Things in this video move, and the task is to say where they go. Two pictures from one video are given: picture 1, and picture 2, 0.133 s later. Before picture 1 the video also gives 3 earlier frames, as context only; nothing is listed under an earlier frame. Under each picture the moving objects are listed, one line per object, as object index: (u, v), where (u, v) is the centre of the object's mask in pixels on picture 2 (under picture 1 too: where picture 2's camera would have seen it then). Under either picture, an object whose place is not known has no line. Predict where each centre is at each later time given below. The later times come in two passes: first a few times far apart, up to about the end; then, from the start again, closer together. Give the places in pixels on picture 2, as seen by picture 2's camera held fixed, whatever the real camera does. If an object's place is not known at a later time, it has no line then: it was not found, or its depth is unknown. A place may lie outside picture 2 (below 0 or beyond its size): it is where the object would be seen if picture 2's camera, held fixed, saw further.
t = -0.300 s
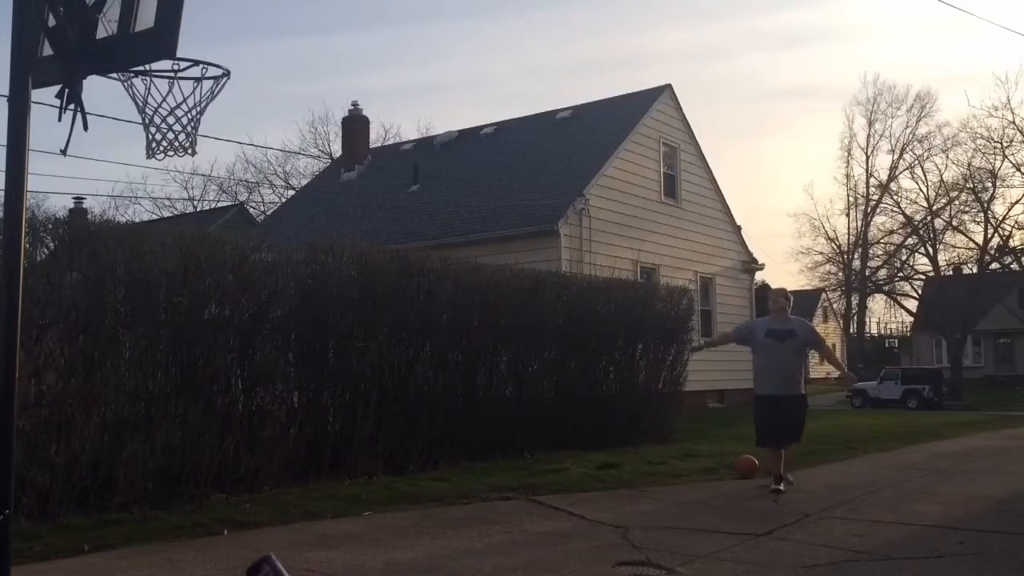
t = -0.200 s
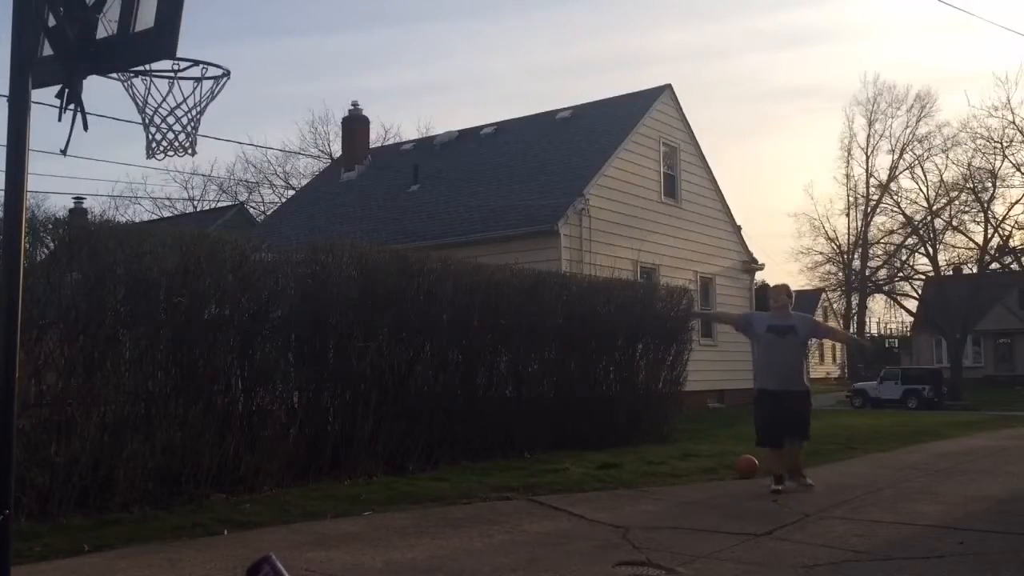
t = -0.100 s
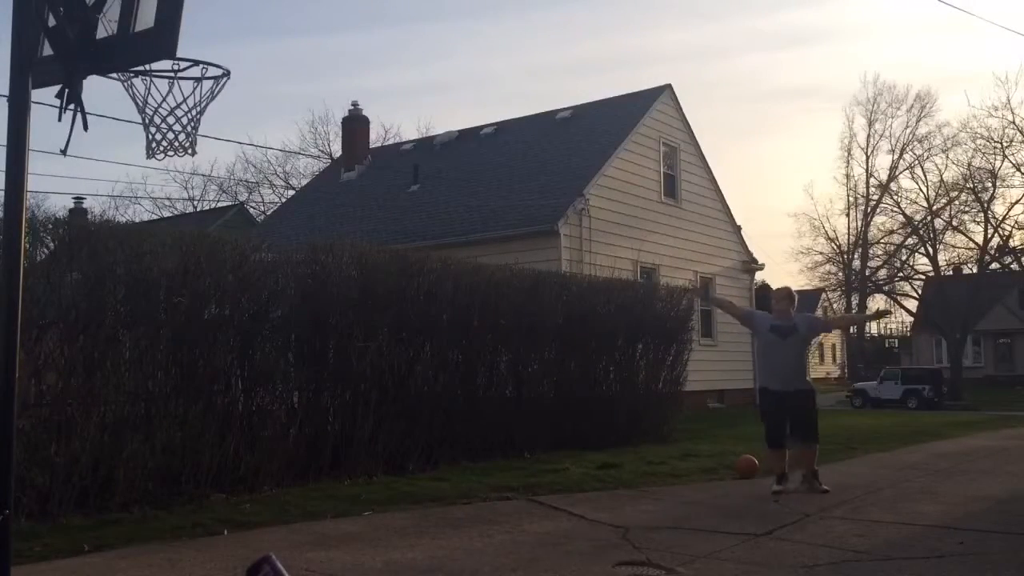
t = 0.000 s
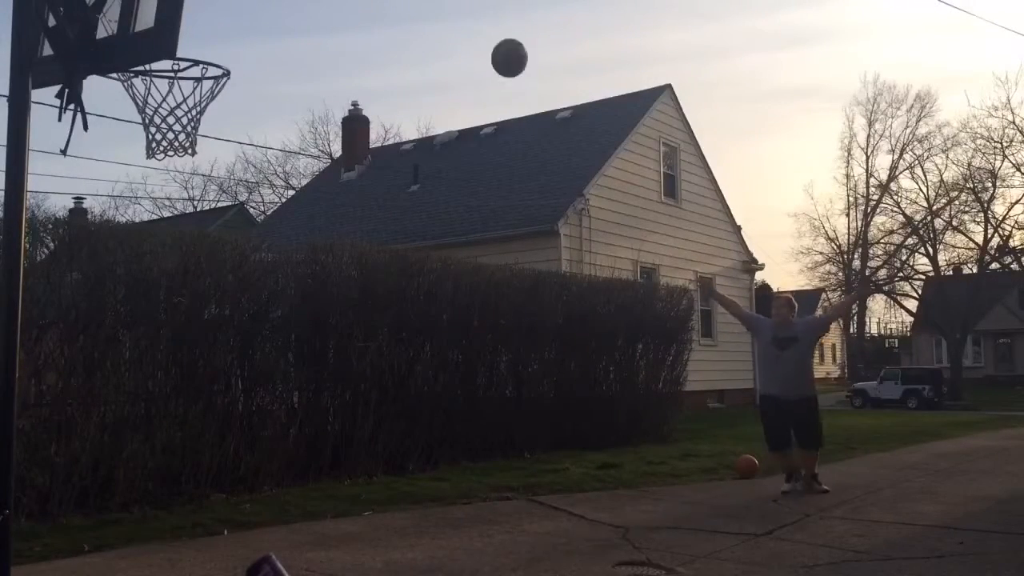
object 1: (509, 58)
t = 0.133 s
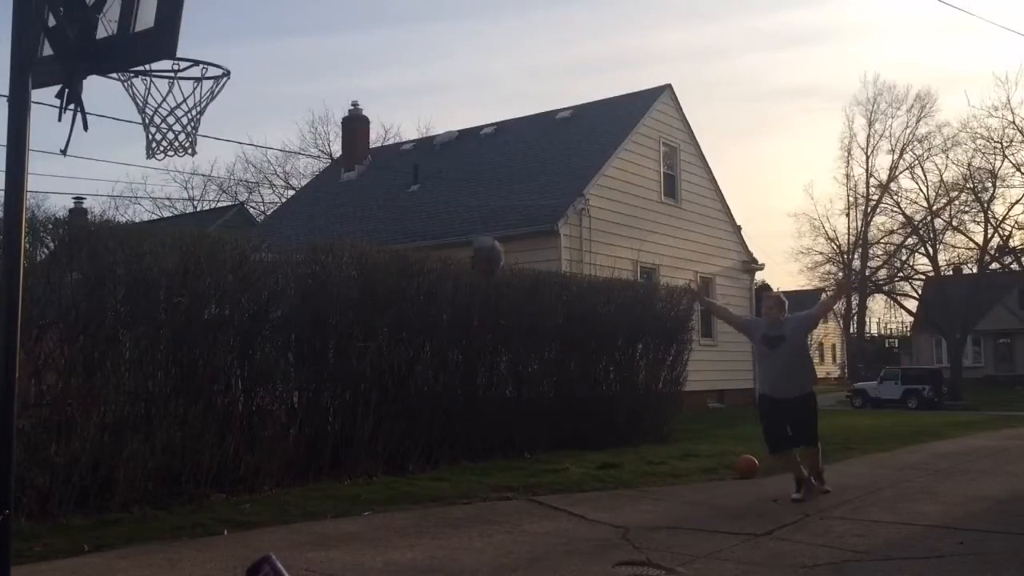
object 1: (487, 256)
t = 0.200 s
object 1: (472, 374)
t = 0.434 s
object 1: (428, 379)
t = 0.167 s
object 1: (478, 313)
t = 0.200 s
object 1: (472, 374)
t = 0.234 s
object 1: (466, 437)
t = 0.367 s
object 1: (441, 450)
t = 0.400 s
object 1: (435, 415)
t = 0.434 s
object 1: (428, 379)
